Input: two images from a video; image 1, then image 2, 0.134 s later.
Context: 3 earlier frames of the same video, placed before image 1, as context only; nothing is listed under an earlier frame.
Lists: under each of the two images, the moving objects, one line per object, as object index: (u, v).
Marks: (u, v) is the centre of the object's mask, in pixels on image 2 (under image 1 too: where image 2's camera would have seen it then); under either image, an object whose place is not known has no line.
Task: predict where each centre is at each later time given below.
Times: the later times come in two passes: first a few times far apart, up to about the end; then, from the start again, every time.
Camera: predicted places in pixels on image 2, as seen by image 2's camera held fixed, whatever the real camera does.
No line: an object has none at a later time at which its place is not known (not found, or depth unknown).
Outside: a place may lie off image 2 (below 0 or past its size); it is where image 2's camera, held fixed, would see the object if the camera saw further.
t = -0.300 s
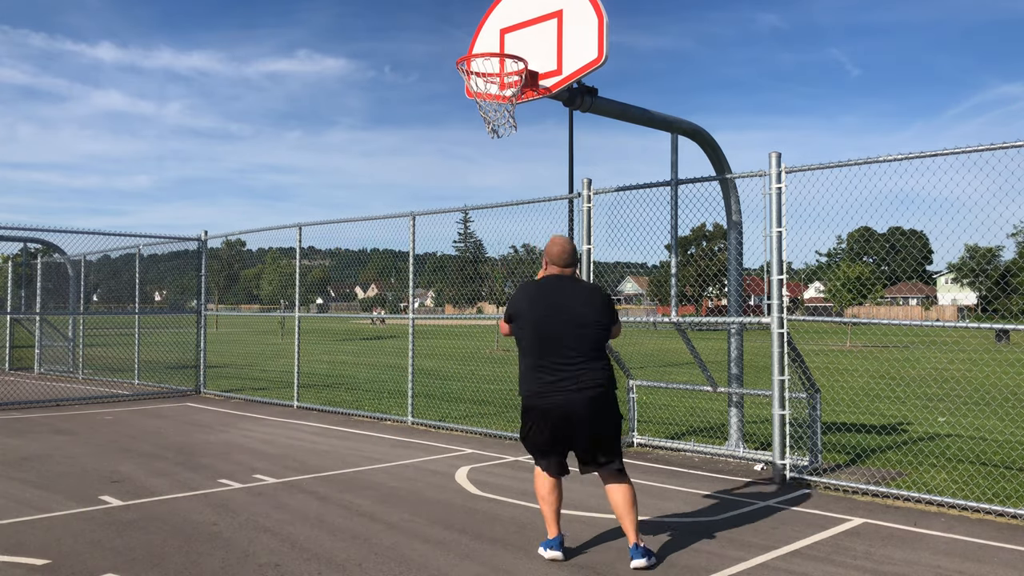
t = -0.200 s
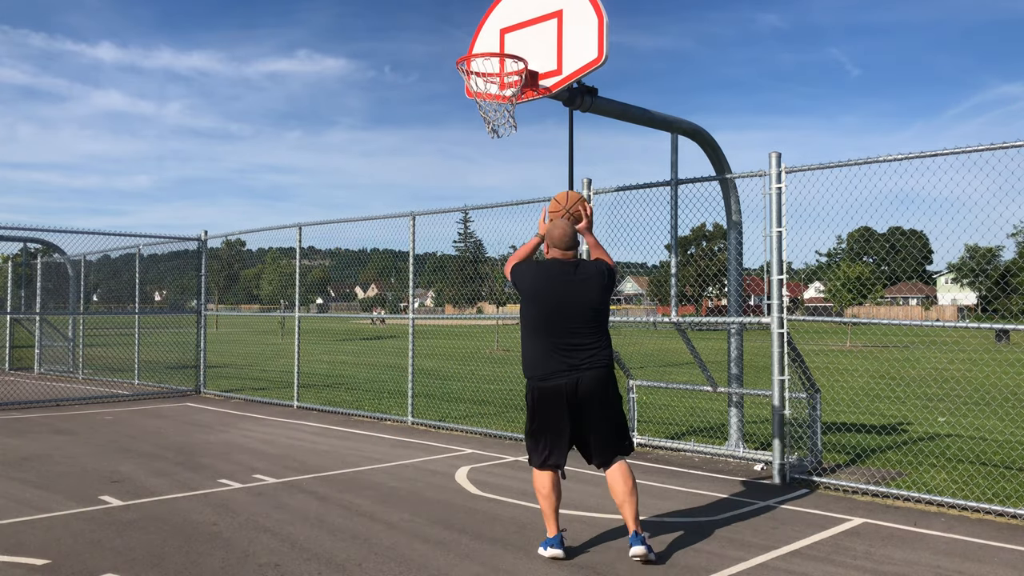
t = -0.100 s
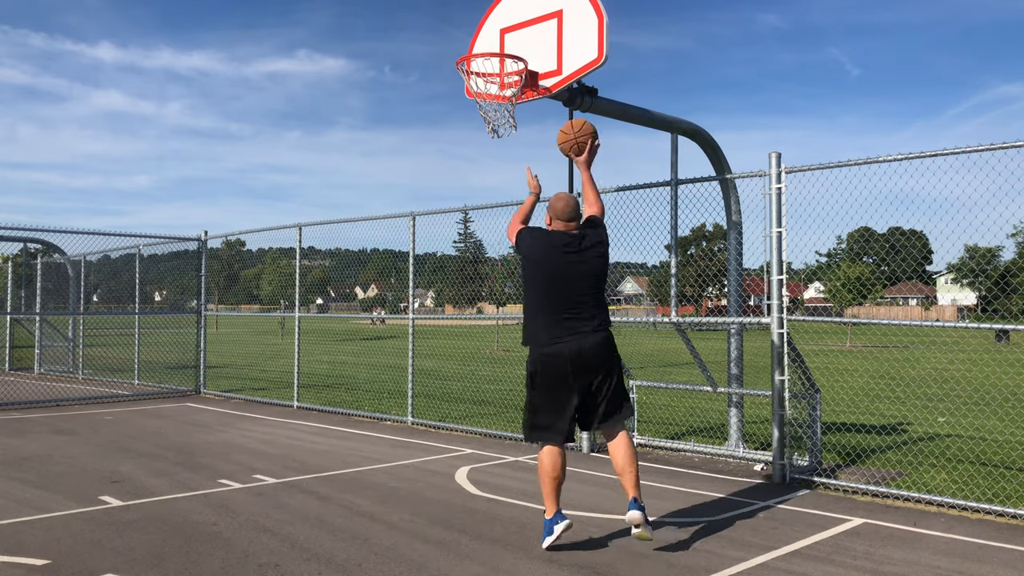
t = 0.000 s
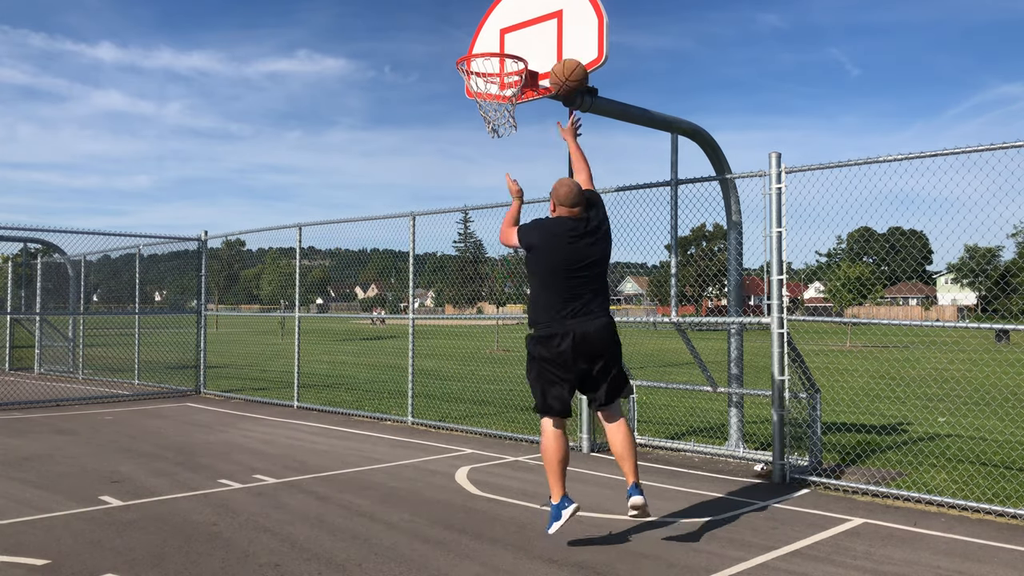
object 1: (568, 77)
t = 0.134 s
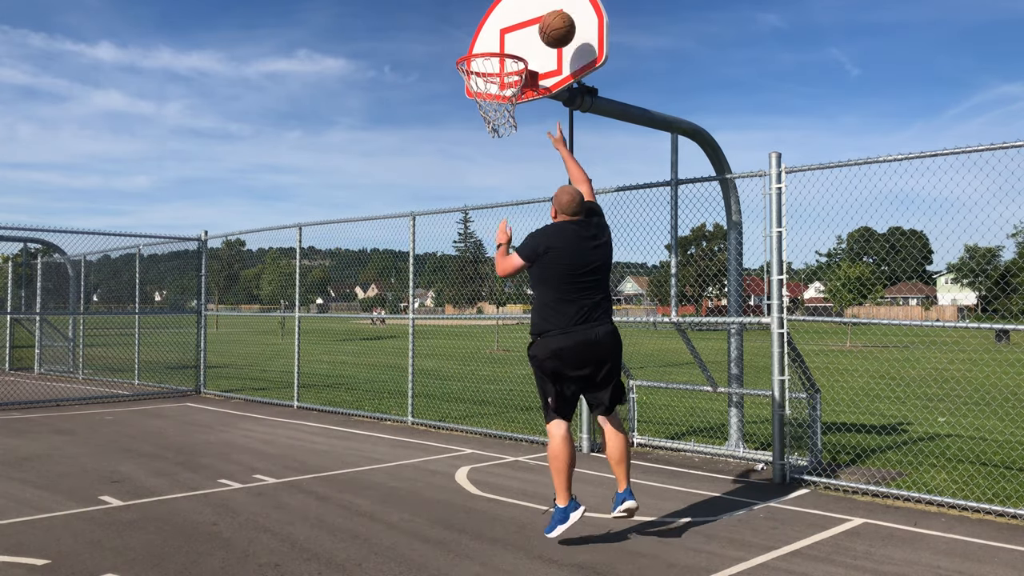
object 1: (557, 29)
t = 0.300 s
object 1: (538, 11)
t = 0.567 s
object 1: (480, 36)
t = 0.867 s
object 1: (473, 81)
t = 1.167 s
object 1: (476, 161)
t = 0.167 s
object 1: (554, 22)
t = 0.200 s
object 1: (551, 17)
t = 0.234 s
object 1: (549, 14)
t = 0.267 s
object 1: (546, 13)
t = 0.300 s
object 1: (538, 11)
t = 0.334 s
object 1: (531, 10)
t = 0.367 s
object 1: (523, 10)
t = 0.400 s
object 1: (516, 10)
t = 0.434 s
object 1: (509, 12)
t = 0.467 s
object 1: (502, 15)
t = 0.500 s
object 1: (494, 20)
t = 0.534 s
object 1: (487, 28)
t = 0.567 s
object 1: (480, 36)
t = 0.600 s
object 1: (472, 47)
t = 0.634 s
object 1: (478, 52)
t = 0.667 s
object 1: (489, 57)
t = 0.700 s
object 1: (500, 60)
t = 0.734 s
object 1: (510, 65)
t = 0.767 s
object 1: (500, 67)
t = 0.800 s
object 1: (491, 72)
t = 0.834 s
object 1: (482, 76)
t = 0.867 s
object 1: (473, 81)
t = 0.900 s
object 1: (470, 87)
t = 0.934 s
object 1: (470, 94)
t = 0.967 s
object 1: (470, 102)
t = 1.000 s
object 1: (470, 110)
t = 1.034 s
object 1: (471, 117)
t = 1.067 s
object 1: (472, 125)
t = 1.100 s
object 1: (473, 136)
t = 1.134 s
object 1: (475, 147)
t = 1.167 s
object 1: (476, 161)
